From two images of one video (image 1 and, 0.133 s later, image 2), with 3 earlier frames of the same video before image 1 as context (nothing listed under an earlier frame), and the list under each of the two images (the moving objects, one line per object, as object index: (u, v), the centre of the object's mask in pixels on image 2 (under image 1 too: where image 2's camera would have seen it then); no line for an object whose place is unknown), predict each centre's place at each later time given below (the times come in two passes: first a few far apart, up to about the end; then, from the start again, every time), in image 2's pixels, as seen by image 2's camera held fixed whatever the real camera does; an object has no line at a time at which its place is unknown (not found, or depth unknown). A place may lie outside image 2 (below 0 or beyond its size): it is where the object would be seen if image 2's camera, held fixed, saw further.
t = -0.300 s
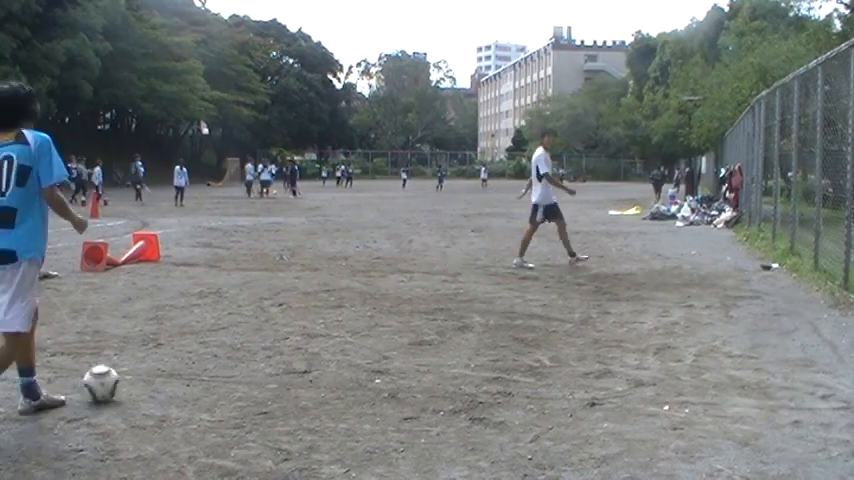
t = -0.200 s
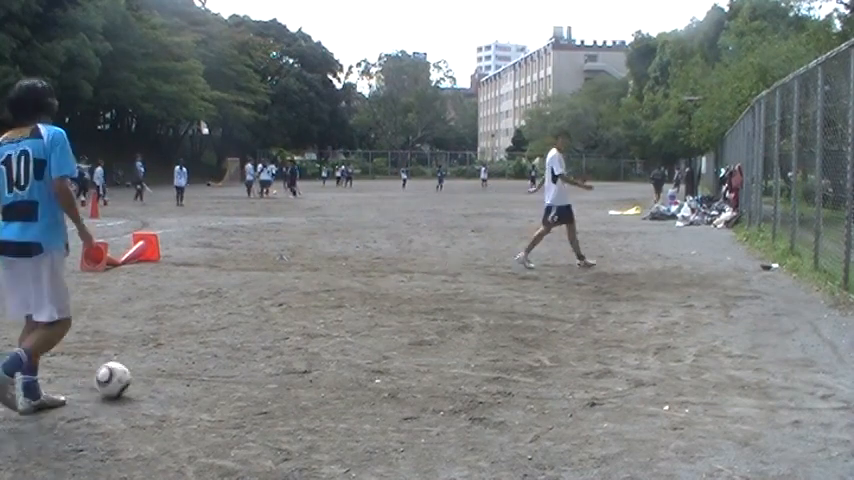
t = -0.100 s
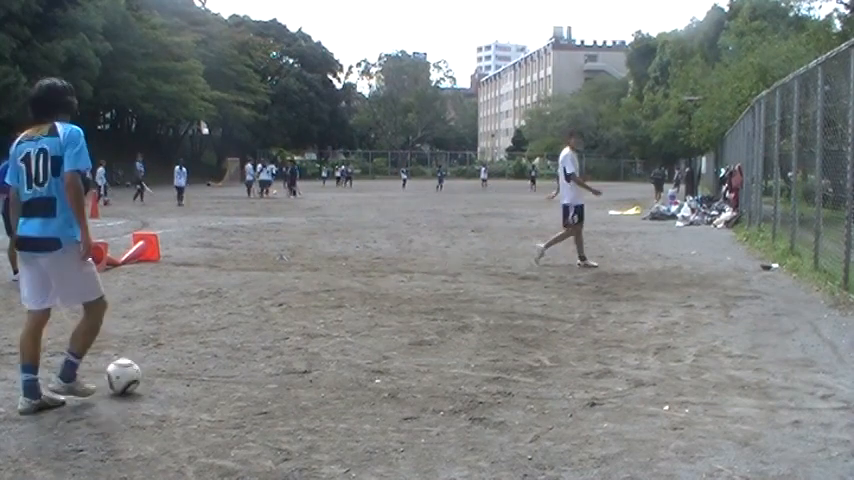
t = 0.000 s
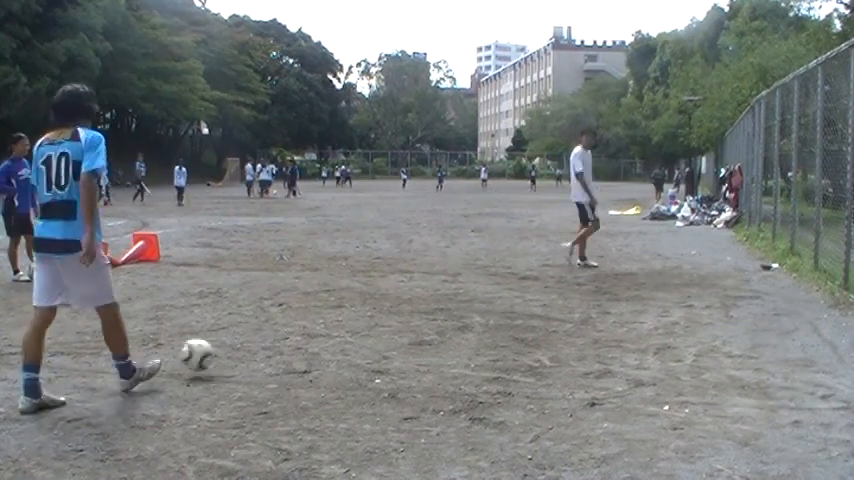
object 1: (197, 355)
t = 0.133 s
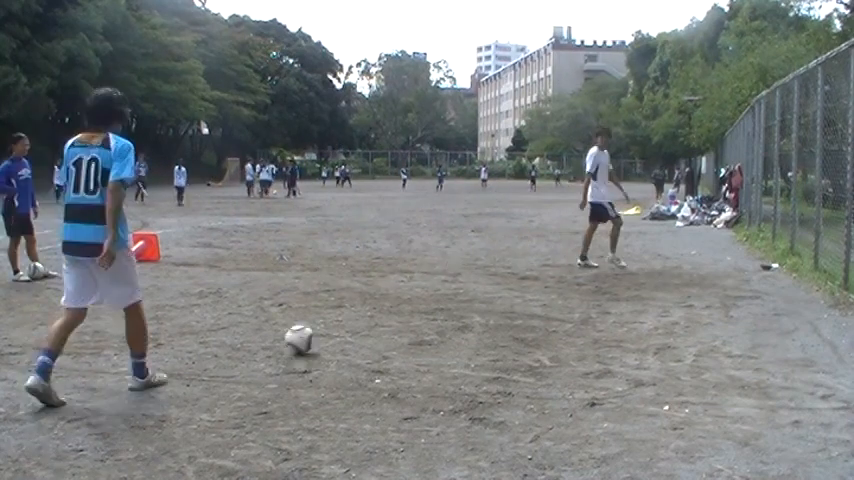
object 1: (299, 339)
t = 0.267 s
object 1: (370, 323)
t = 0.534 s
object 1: (458, 302)
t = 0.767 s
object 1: (509, 291)
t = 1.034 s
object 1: (557, 278)
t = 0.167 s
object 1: (319, 335)
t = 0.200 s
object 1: (338, 331)
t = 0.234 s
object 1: (354, 326)
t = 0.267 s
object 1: (370, 323)
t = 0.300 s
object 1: (384, 321)
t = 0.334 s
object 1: (397, 317)
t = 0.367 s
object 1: (408, 313)
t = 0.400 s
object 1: (419, 311)
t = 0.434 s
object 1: (430, 309)
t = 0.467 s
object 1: (440, 307)
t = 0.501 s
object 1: (449, 304)
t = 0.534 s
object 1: (458, 302)
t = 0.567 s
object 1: (465, 302)
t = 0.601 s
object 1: (473, 299)
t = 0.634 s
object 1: (481, 297)
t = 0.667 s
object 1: (489, 295)
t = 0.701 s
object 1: (495, 294)
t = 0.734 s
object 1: (503, 292)
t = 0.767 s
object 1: (509, 291)
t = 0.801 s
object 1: (516, 288)
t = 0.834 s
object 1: (522, 287)
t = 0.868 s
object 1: (528, 286)
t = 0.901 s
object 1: (535, 283)
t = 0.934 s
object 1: (541, 281)
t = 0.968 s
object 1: (545, 281)
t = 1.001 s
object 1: (551, 280)
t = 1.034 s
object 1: (557, 278)
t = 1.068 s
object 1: (562, 276)
